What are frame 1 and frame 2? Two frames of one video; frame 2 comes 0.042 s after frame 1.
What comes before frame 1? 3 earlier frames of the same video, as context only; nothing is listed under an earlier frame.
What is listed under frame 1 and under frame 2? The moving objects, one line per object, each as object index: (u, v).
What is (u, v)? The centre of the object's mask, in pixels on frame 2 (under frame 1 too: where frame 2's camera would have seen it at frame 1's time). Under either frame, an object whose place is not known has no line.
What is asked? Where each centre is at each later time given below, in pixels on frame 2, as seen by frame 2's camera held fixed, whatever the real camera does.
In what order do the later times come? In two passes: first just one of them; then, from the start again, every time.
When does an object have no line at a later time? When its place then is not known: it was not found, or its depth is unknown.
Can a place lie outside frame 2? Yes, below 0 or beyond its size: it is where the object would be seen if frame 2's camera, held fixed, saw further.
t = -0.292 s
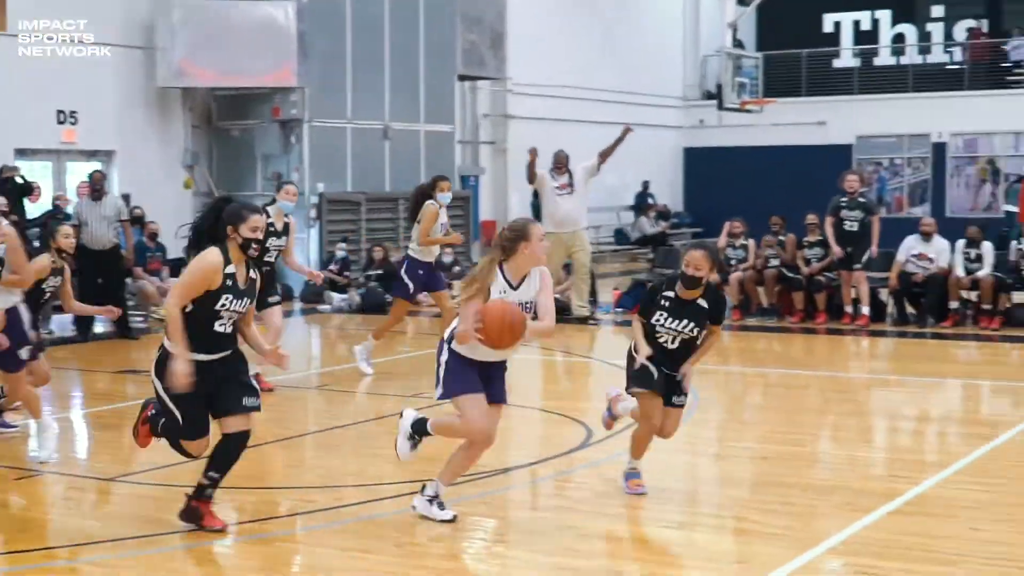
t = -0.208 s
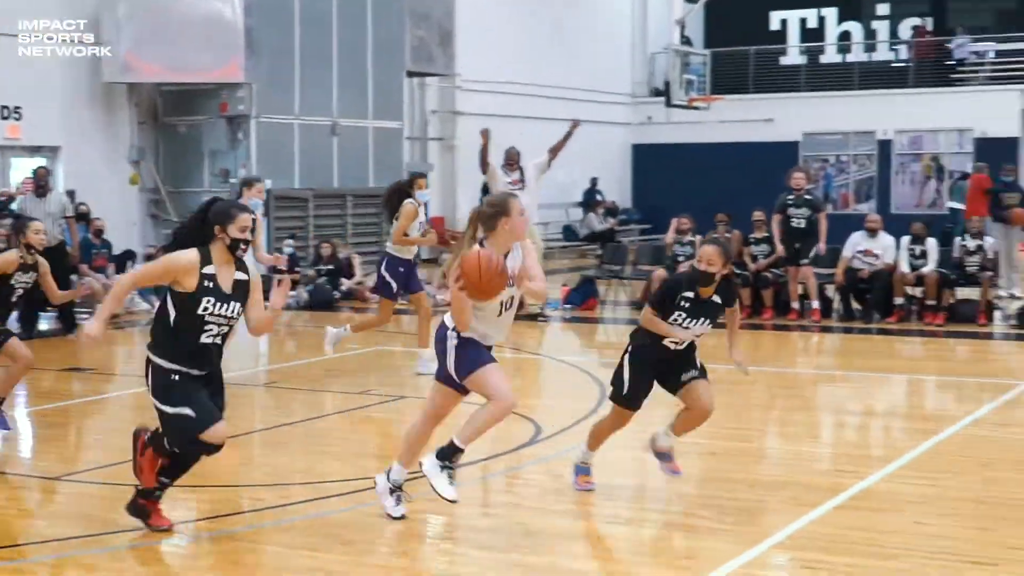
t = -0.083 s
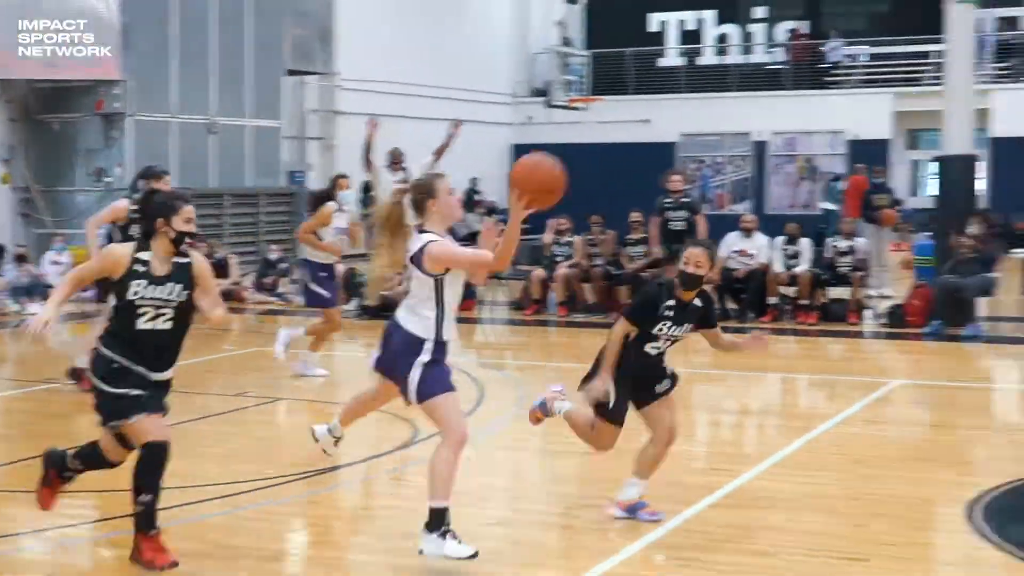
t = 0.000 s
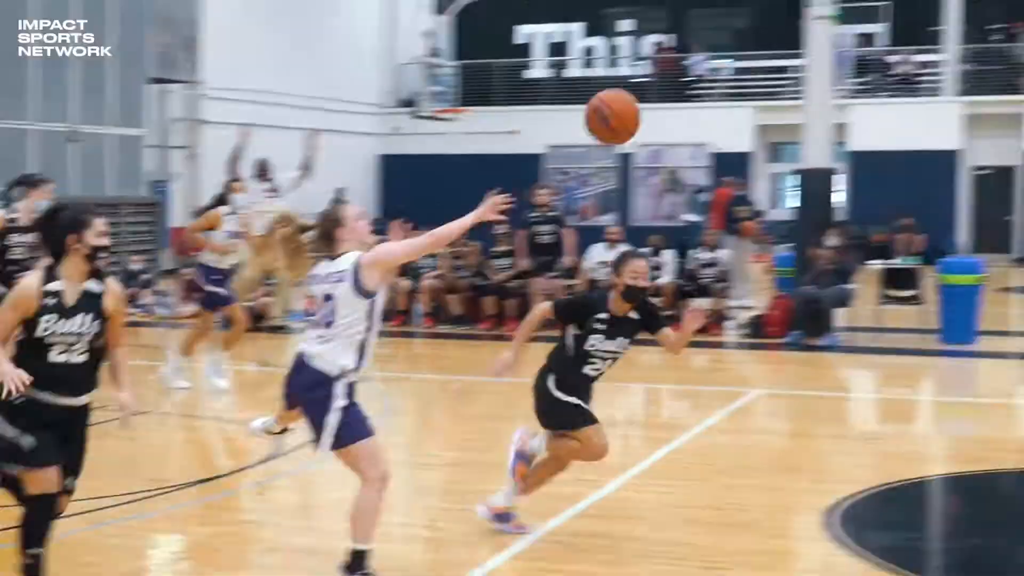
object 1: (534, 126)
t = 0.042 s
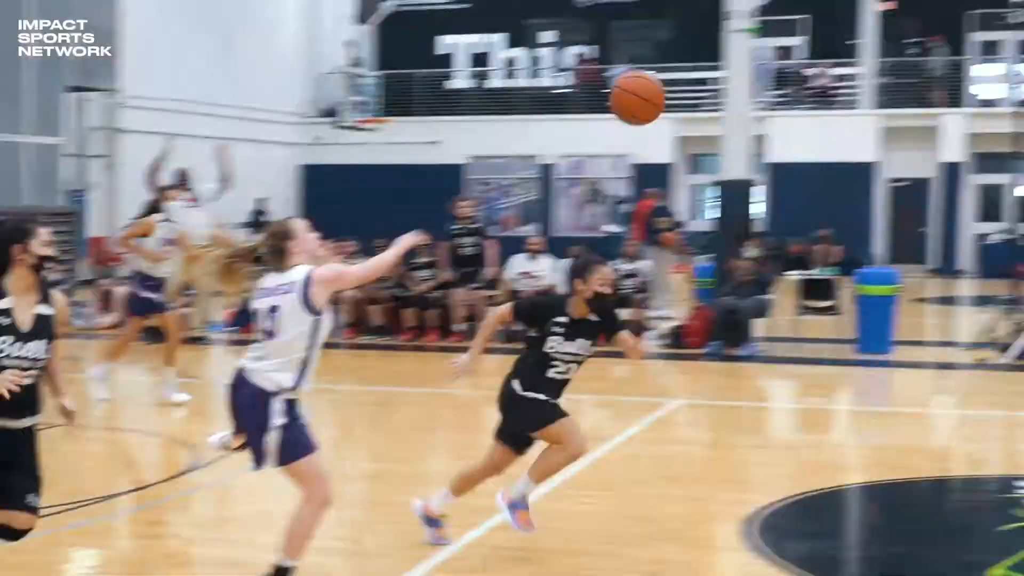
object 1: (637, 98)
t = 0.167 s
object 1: (934, 31)
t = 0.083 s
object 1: (739, 72)
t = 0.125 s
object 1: (837, 50)
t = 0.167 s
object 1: (934, 31)
